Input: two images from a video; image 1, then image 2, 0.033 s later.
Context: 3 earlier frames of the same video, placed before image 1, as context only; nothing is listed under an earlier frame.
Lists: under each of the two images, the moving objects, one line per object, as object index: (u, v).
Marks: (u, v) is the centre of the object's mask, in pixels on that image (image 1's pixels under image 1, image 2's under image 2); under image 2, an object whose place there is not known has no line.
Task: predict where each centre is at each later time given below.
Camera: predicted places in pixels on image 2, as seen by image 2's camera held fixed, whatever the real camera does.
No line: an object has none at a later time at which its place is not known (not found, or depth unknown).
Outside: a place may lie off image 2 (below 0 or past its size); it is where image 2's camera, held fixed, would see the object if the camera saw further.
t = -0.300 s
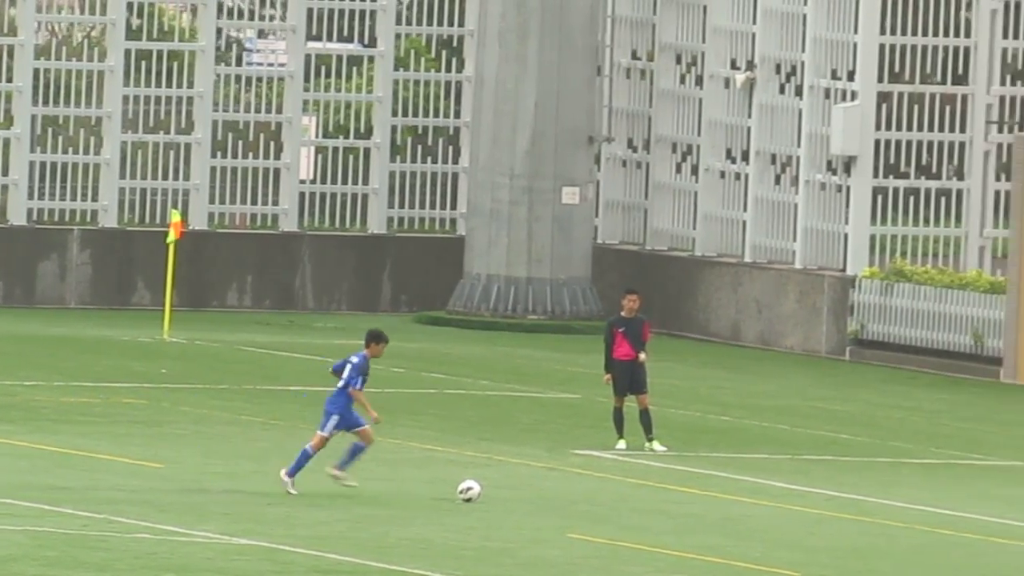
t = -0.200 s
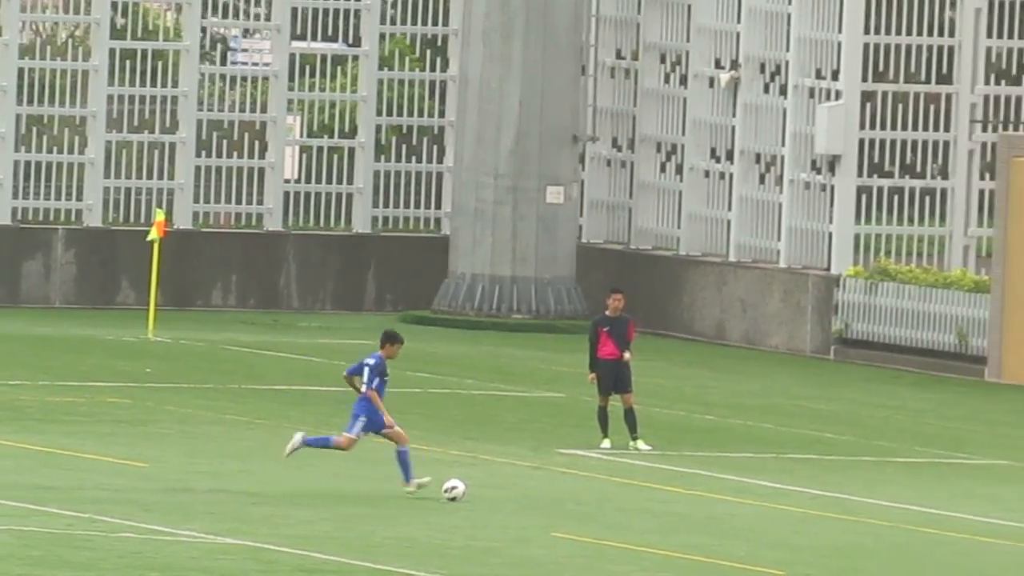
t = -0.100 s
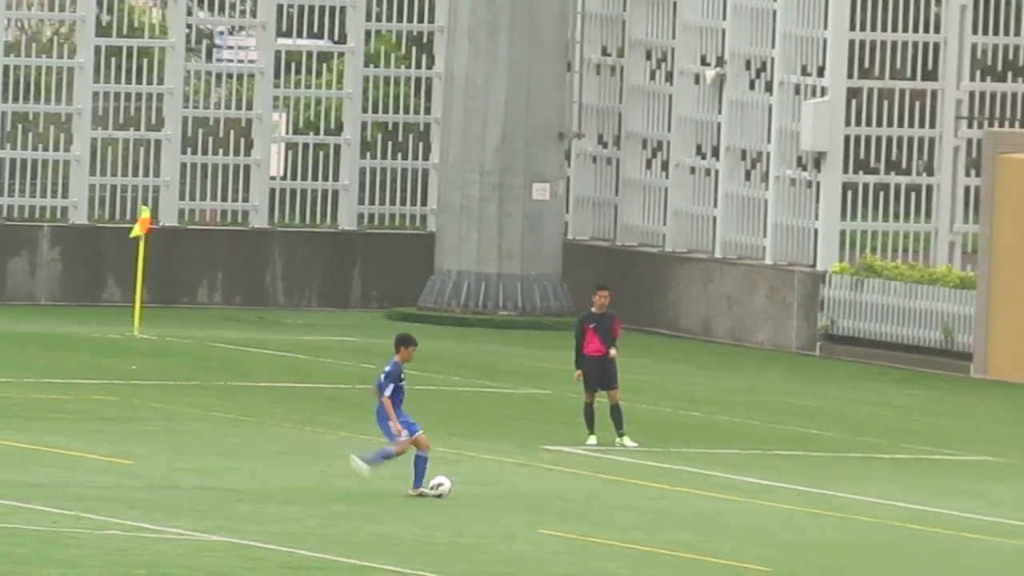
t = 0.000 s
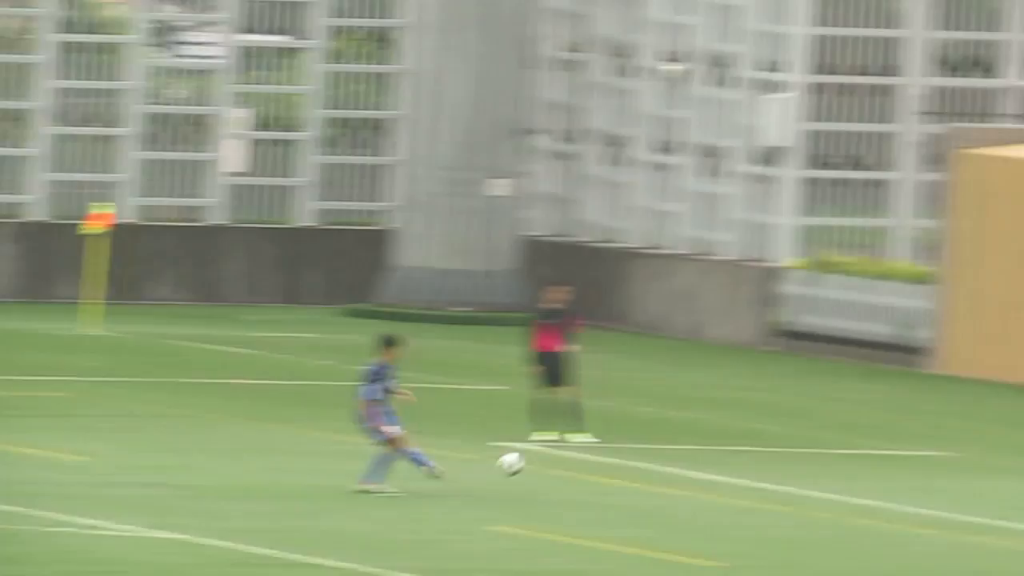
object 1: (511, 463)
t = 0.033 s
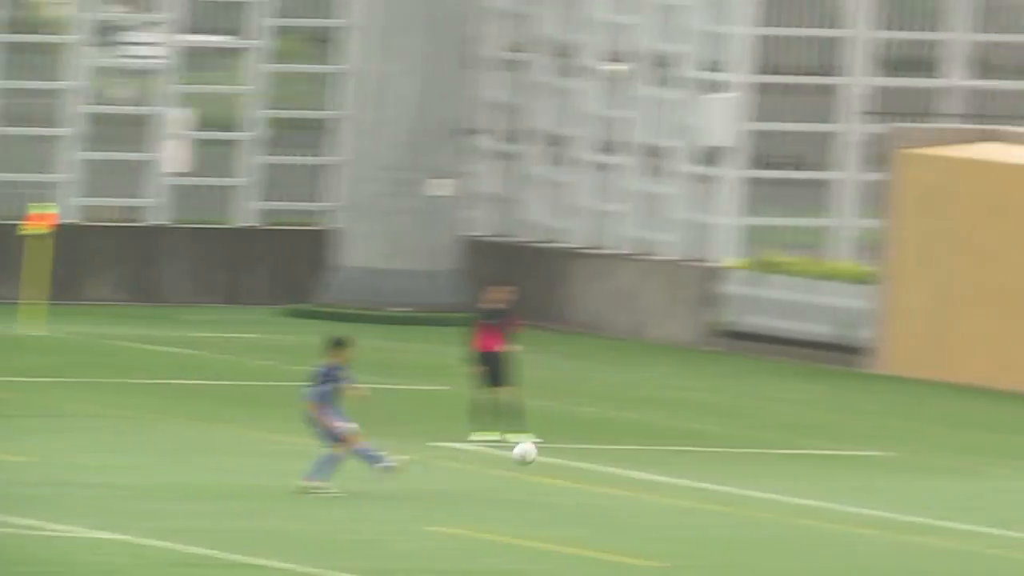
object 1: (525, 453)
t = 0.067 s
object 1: (597, 443)
